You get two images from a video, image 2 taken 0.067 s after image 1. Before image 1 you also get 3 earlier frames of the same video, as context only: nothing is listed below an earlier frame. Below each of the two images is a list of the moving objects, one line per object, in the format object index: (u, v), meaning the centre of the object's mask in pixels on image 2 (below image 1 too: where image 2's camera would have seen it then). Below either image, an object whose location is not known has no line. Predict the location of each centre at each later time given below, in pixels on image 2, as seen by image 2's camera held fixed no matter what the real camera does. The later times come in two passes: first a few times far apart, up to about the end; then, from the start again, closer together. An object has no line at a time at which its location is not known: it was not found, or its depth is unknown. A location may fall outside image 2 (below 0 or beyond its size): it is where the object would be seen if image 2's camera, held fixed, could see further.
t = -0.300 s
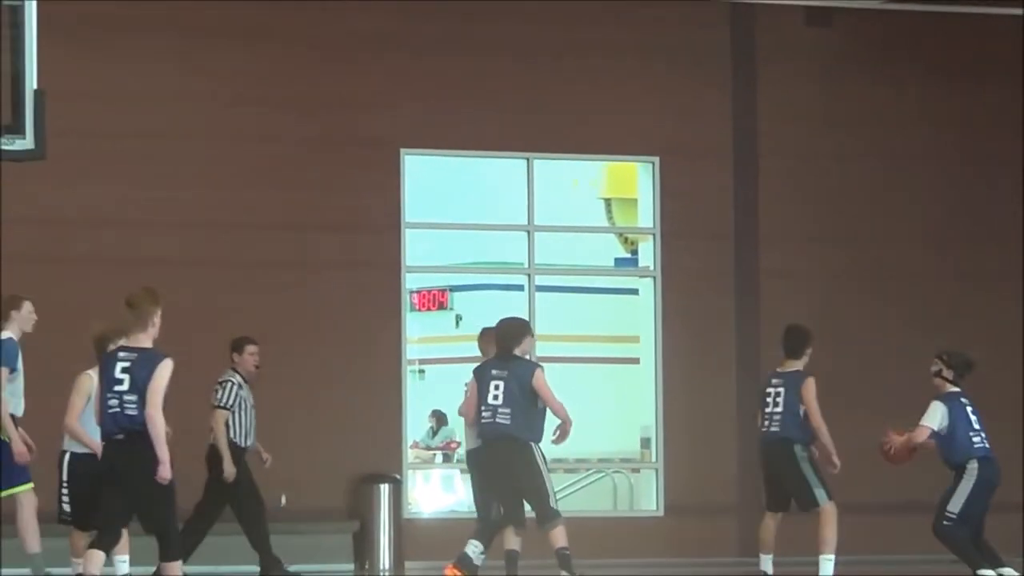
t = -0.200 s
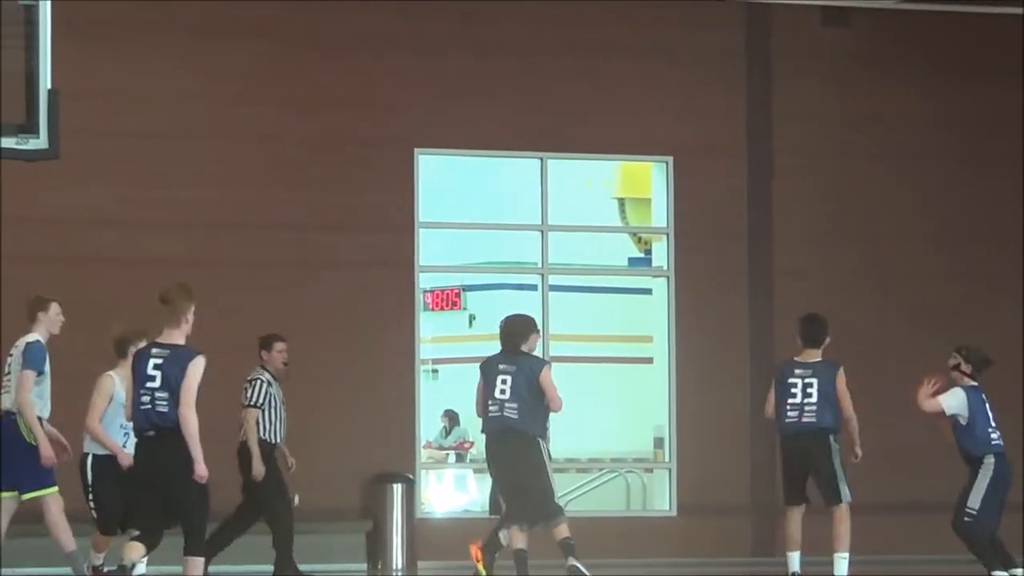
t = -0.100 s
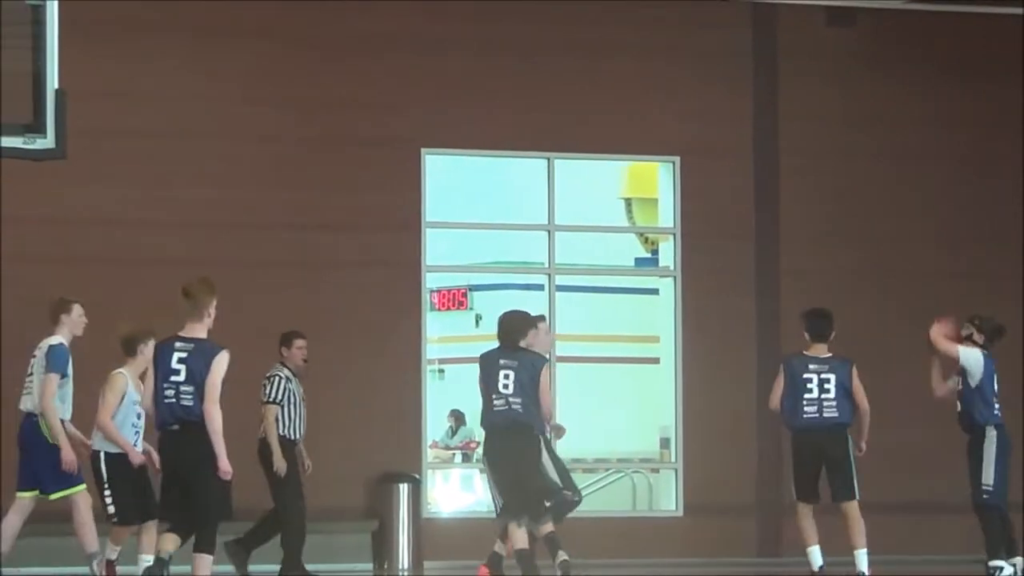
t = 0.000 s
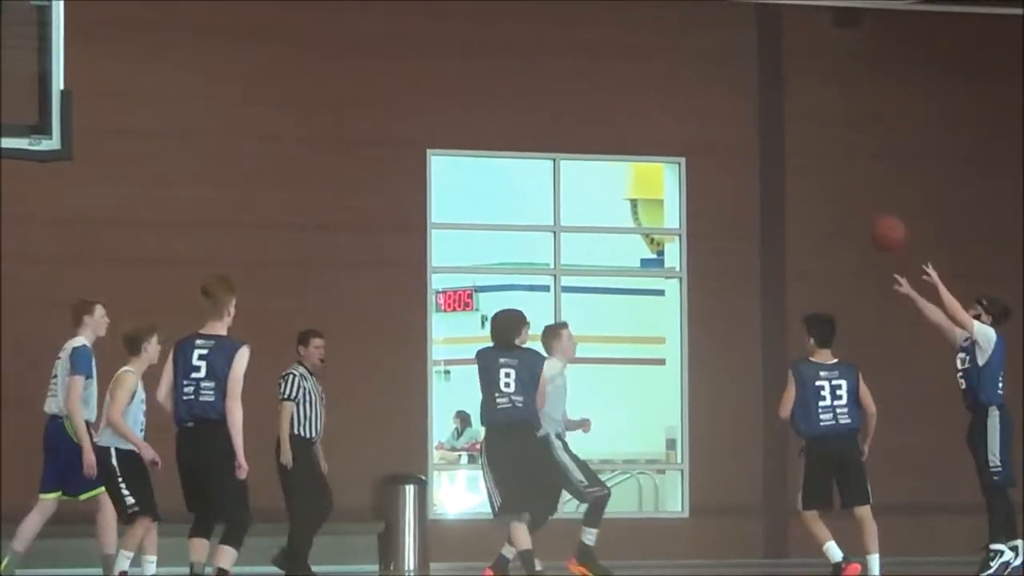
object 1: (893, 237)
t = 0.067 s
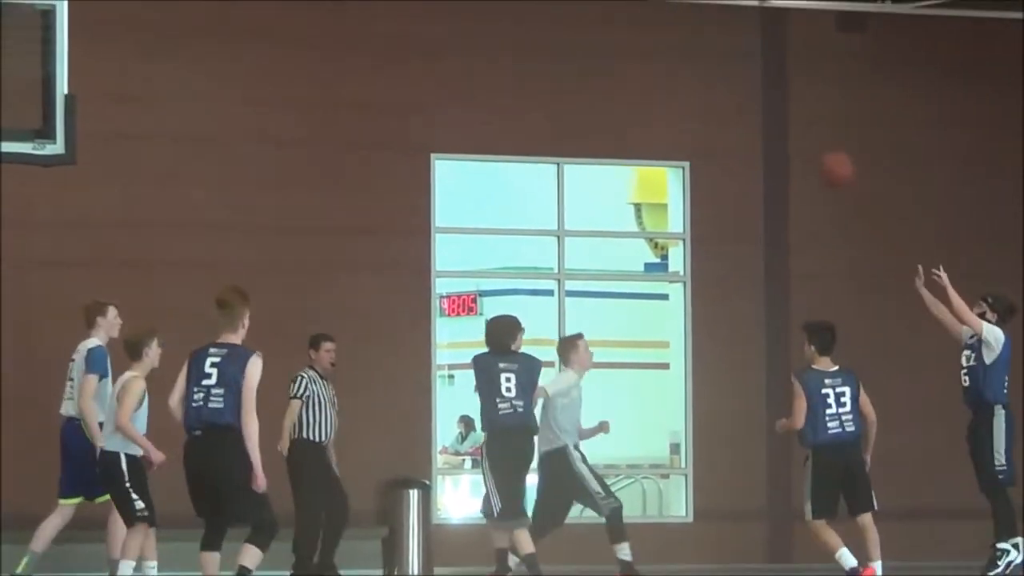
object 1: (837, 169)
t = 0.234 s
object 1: (698, 32)
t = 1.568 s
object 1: (-120, 260)
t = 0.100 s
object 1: (809, 138)
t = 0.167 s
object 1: (754, 82)
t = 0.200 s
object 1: (726, 54)
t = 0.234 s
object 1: (698, 32)
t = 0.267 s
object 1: (672, 11)
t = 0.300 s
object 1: (644, -9)
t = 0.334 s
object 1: (620, -28)
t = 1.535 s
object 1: (-117, 241)
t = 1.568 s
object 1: (-120, 260)
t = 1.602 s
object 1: (-125, 280)
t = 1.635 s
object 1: (-130, 303)
